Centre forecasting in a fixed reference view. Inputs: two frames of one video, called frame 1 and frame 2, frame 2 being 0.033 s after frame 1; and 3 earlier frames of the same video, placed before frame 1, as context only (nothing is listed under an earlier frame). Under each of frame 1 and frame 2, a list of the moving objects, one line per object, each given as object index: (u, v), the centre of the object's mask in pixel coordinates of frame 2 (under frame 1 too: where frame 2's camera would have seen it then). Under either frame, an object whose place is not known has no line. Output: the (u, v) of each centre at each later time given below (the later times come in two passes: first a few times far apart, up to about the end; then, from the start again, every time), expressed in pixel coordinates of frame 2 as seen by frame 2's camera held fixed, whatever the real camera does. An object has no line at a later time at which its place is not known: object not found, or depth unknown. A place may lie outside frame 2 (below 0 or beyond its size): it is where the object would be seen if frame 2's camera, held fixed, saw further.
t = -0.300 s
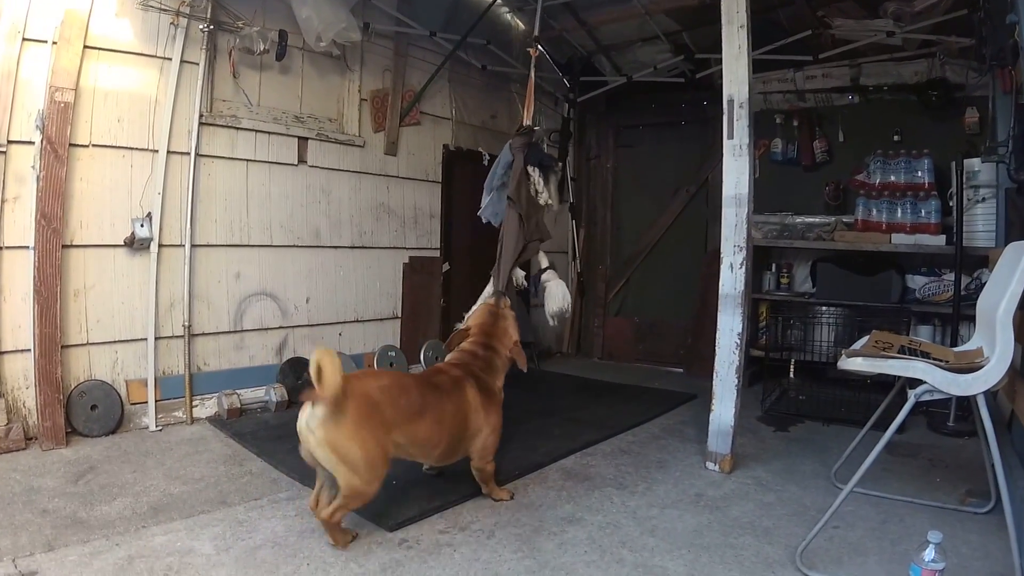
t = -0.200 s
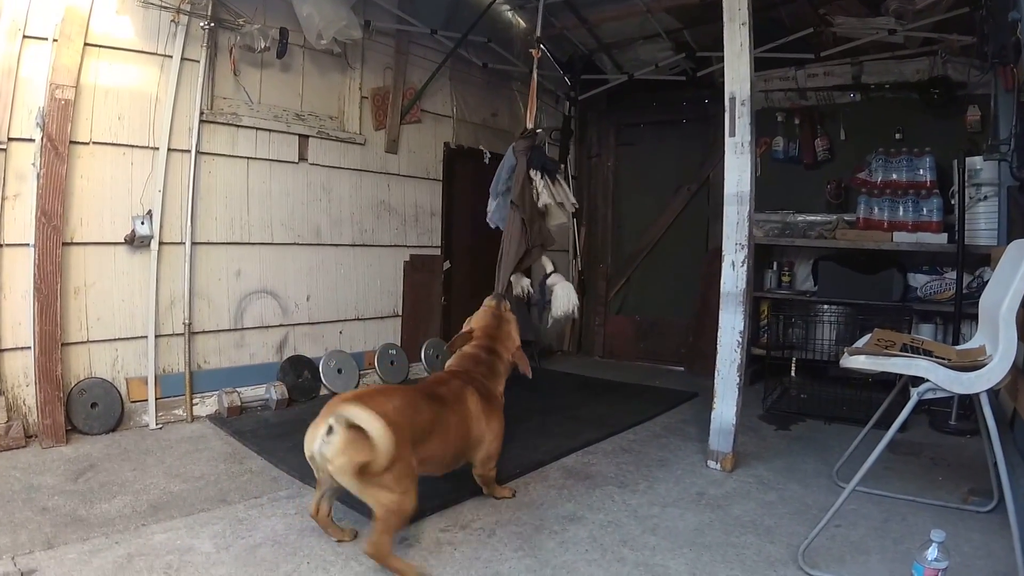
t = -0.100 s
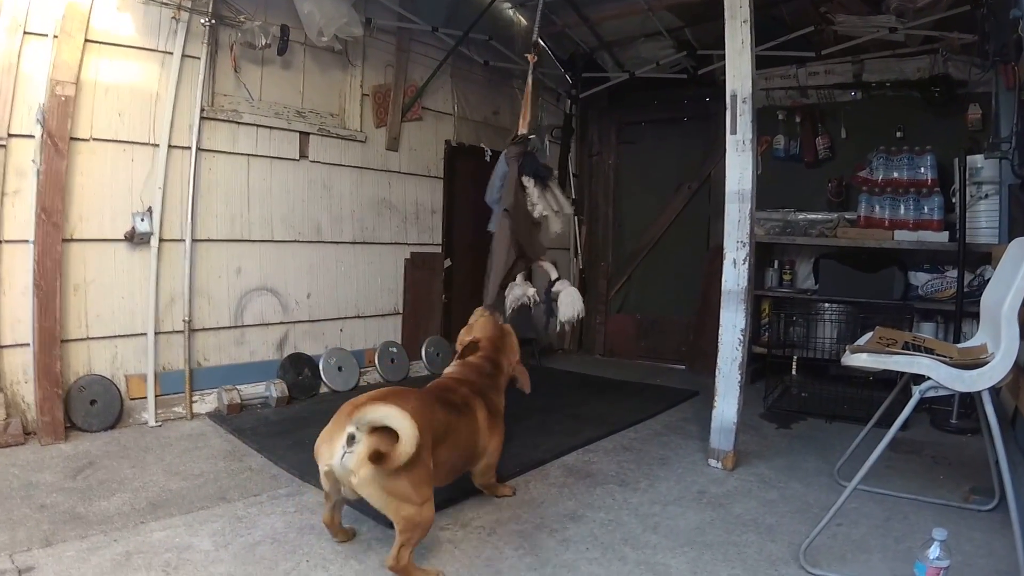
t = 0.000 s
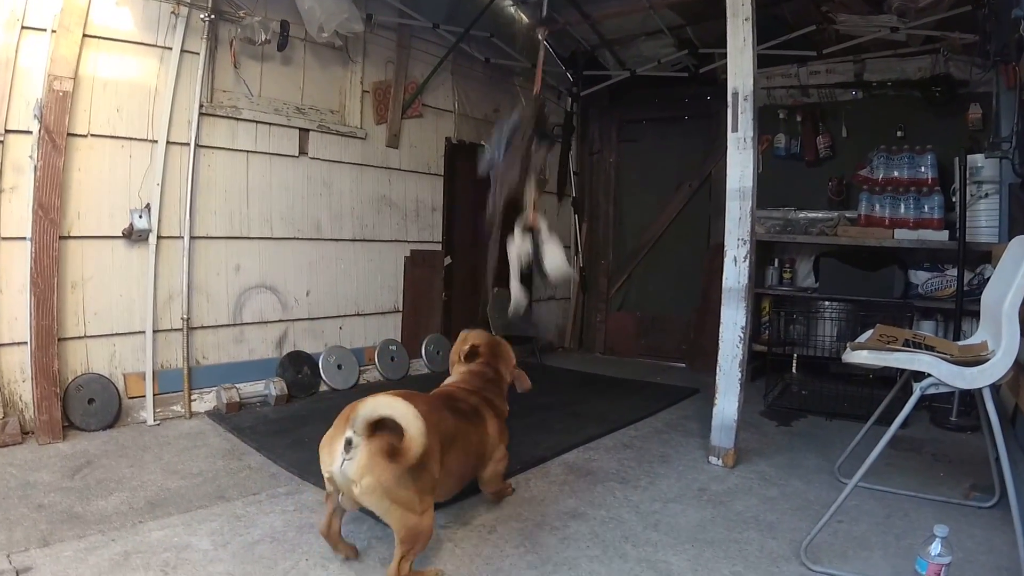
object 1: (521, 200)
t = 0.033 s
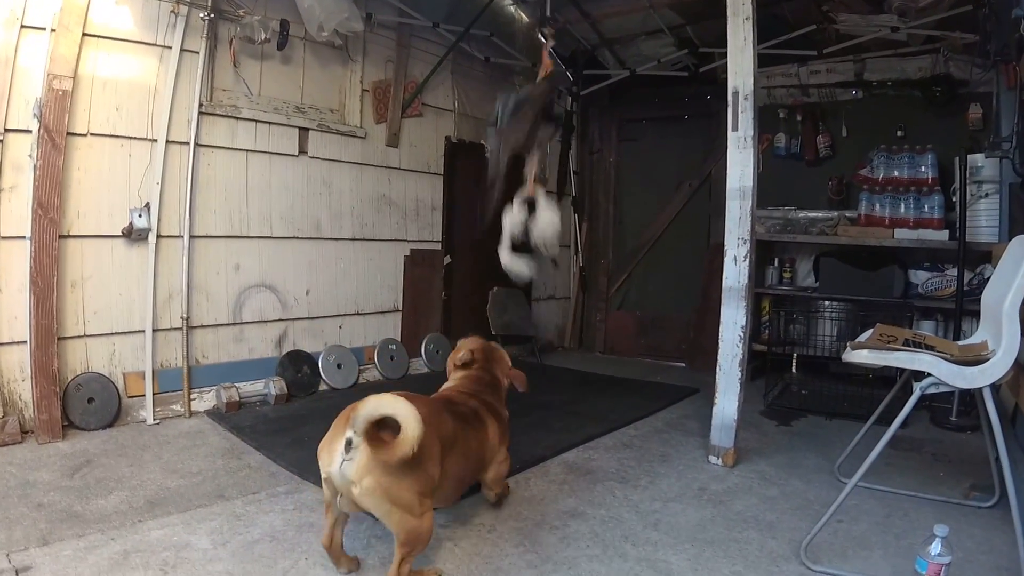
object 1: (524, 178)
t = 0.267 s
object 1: (537, 66)
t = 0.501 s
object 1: (543, 102)
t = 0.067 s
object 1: (525, 149)
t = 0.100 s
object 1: (529, 121)
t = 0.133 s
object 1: (523, 109)
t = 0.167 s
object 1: (523, 86)
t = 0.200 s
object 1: (530, 76)
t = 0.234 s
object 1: (534, 70)
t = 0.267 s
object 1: (537, 66)
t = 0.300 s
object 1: (539, 65)
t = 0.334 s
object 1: (542, 62)
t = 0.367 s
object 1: (542, 71)
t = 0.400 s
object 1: (541, 73)
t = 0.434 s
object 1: (545, 86)
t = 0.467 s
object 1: (541, 94)
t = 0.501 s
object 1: (543, 102)
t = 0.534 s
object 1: (543, 113)
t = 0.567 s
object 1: (543, 122)
